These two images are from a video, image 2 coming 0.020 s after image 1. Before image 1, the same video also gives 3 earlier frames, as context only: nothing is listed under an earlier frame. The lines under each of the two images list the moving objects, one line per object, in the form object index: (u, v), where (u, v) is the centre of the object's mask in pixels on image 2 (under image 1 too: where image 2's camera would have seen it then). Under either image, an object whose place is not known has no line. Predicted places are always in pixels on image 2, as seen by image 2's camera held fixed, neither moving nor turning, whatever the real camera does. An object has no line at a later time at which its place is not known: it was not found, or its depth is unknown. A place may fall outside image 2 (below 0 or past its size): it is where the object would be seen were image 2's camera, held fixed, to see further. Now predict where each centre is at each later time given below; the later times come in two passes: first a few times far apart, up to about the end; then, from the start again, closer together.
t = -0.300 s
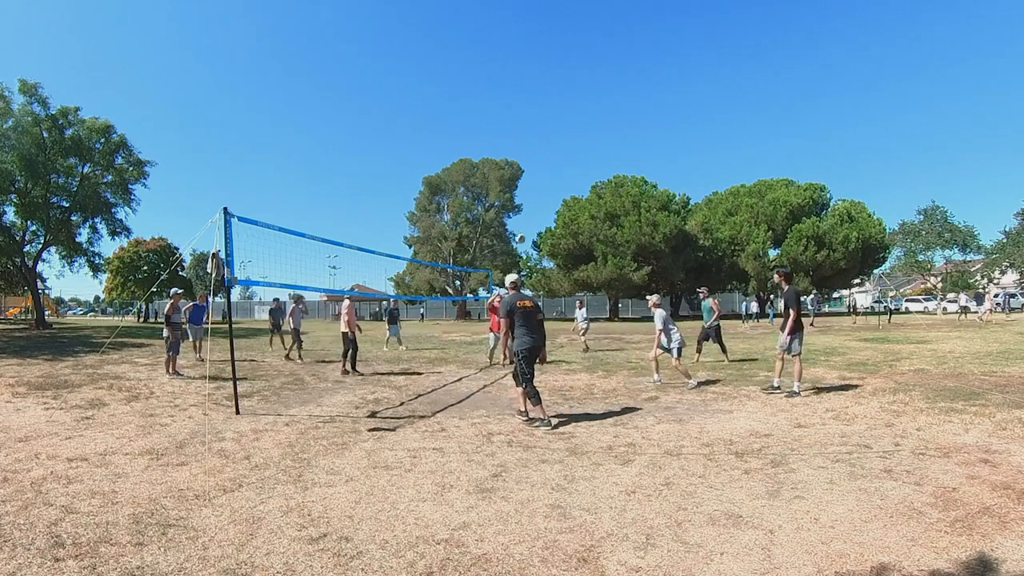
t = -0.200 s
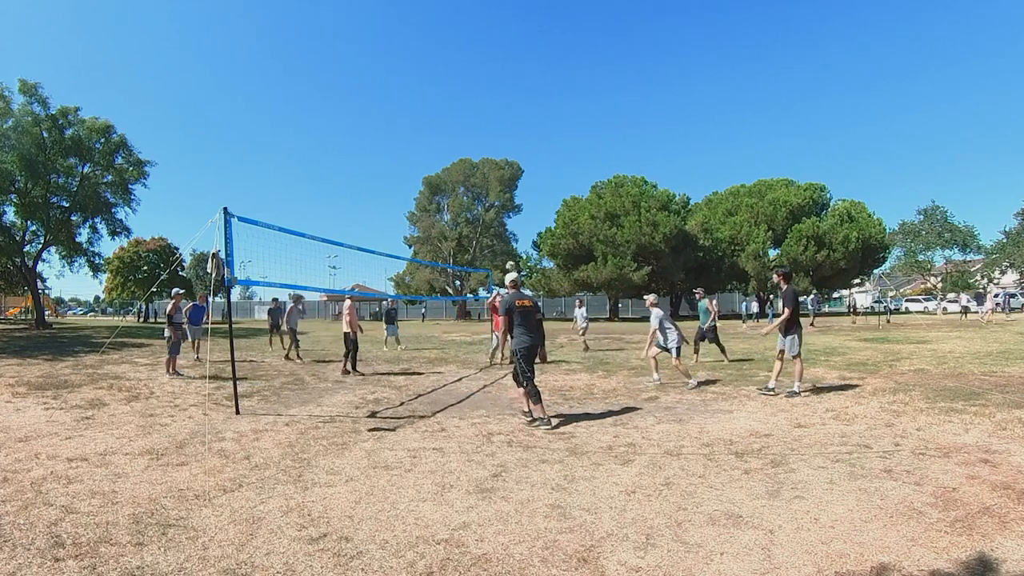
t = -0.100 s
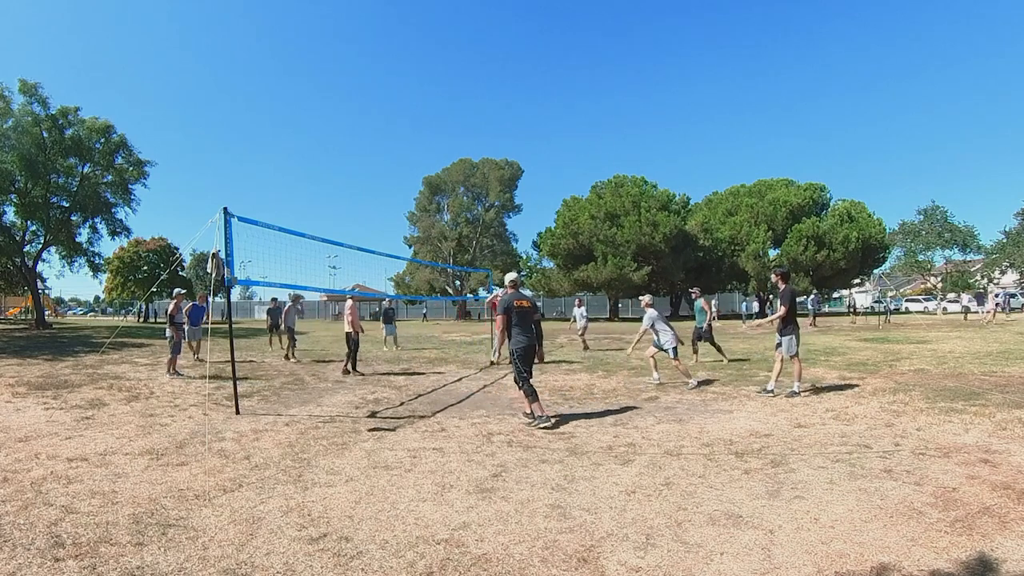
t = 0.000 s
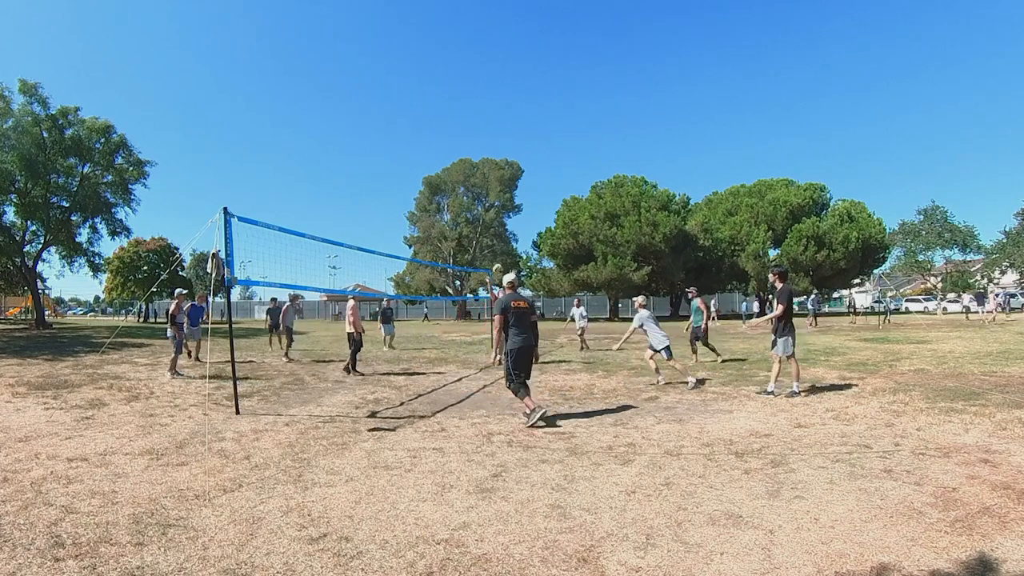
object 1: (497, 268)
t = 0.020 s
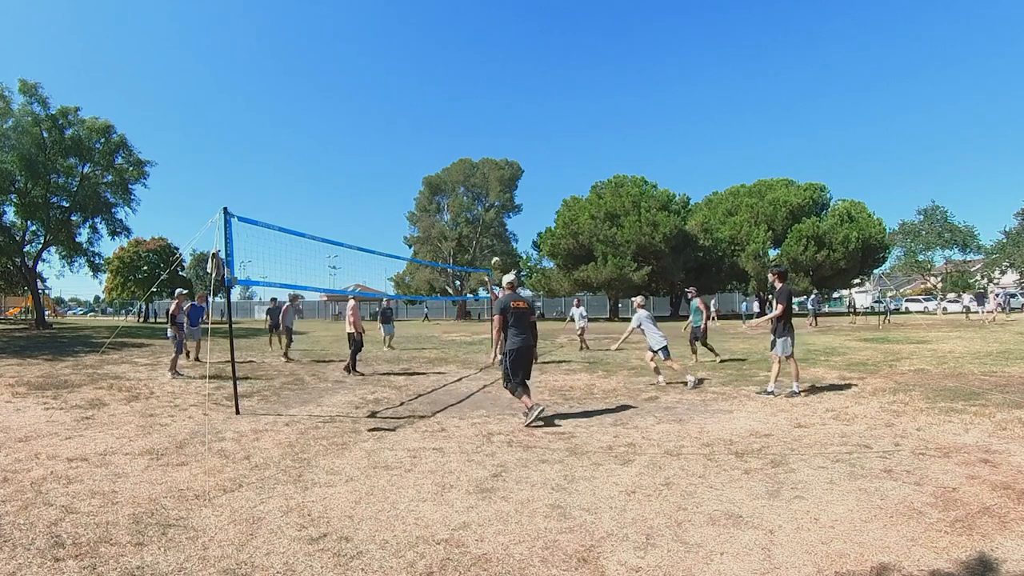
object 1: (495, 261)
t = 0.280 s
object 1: (475, 185)
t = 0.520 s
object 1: (457, 140)
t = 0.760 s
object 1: (438, 121)
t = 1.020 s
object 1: (415, 133)
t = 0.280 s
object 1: (475, 185)
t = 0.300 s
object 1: (473, 180)
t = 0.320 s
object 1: (472, 175)
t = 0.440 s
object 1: (464, 153)
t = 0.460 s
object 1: (462, 150)
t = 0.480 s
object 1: (460, 147)
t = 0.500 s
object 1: (459, 143)
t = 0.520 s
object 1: (457, 140)
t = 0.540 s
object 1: (456, 138)
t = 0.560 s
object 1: (454, 135)
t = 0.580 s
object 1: (453, 134)
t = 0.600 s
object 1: (451, 132)
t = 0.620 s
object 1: (449, 129)
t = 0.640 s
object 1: (448, 127)
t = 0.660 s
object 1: (446, 126)
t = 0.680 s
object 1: (445, 124)
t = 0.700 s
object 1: (443, 123)
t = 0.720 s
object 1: (441, 122)
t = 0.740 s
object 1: (440, 122)
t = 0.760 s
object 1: (438, 121)
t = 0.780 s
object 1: (436, 121)
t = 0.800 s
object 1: (435, 120)
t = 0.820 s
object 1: (433, 120)
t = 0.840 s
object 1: (431, 120)
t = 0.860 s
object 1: (430, 121)
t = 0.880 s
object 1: (428, 122)
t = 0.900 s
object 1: (426, 123)
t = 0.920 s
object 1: (424, 124)
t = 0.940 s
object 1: (423, 125)
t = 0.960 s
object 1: (421, 126)
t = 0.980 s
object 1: (419, 128)
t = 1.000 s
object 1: (417, 130)
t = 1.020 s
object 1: (415, 133)
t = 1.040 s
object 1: (414, 135)
